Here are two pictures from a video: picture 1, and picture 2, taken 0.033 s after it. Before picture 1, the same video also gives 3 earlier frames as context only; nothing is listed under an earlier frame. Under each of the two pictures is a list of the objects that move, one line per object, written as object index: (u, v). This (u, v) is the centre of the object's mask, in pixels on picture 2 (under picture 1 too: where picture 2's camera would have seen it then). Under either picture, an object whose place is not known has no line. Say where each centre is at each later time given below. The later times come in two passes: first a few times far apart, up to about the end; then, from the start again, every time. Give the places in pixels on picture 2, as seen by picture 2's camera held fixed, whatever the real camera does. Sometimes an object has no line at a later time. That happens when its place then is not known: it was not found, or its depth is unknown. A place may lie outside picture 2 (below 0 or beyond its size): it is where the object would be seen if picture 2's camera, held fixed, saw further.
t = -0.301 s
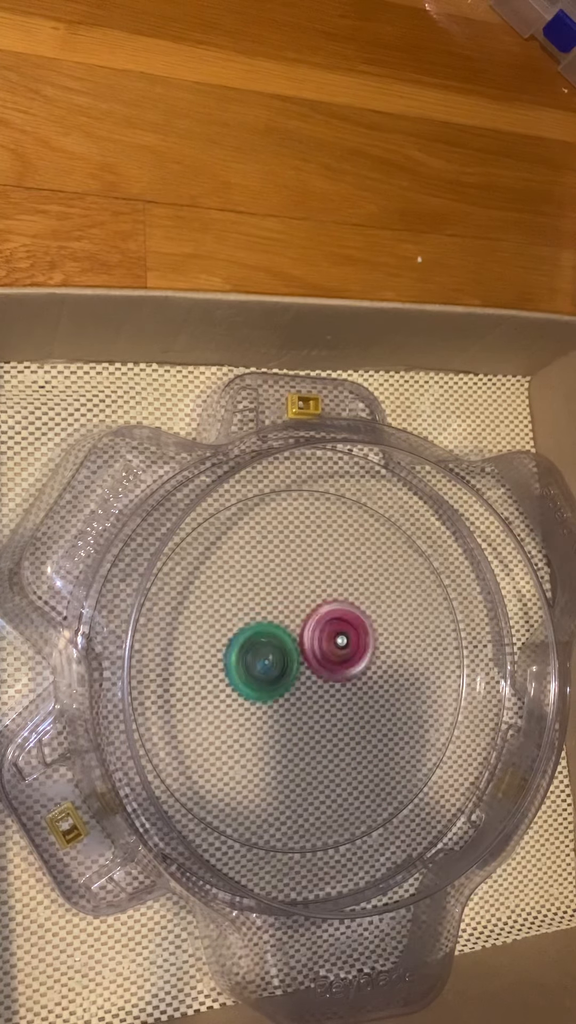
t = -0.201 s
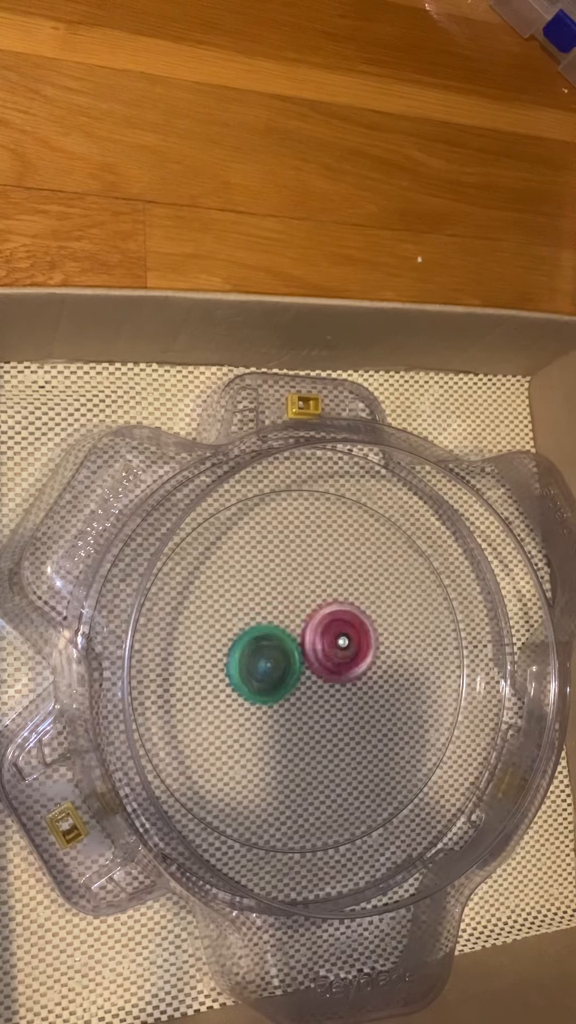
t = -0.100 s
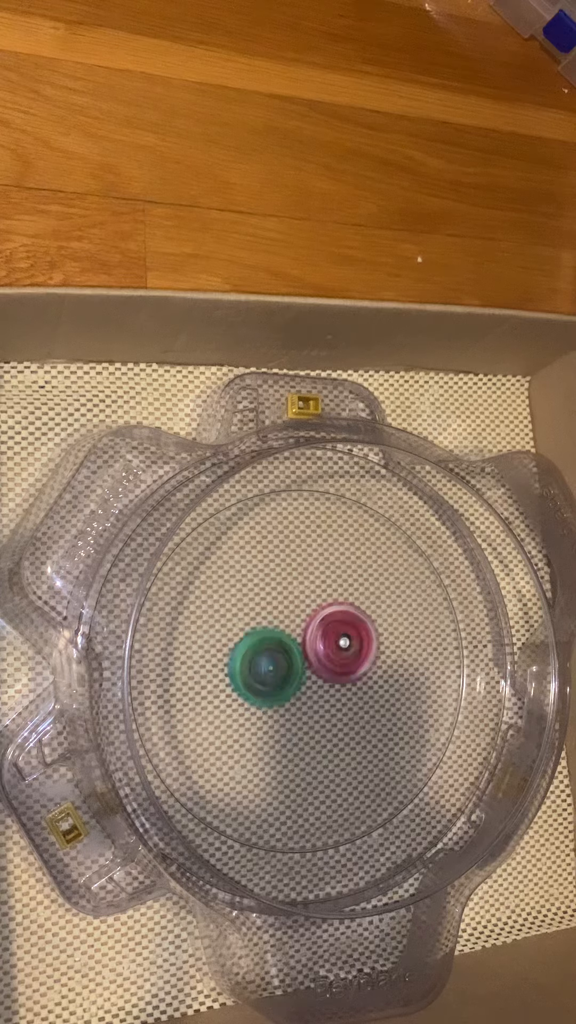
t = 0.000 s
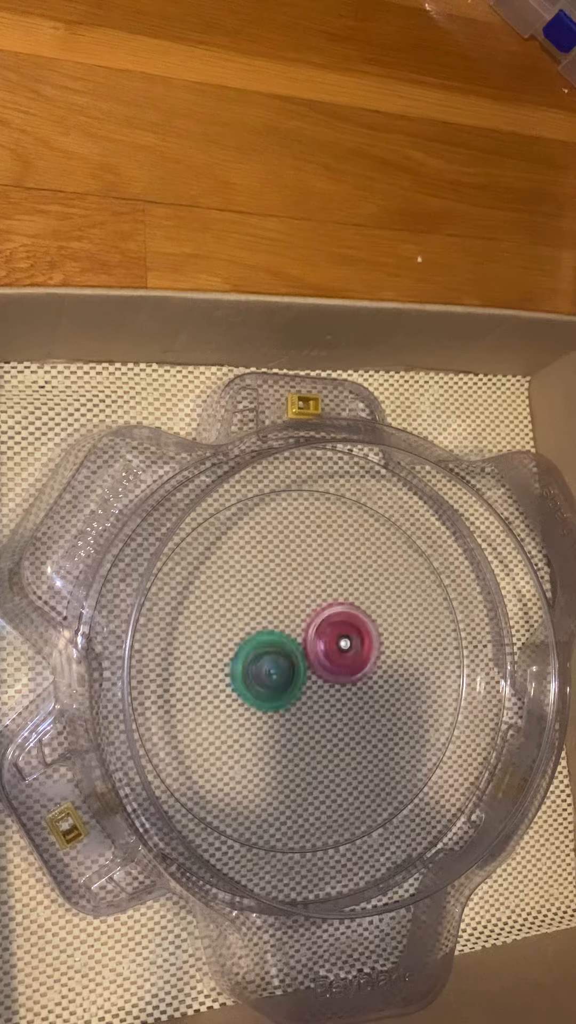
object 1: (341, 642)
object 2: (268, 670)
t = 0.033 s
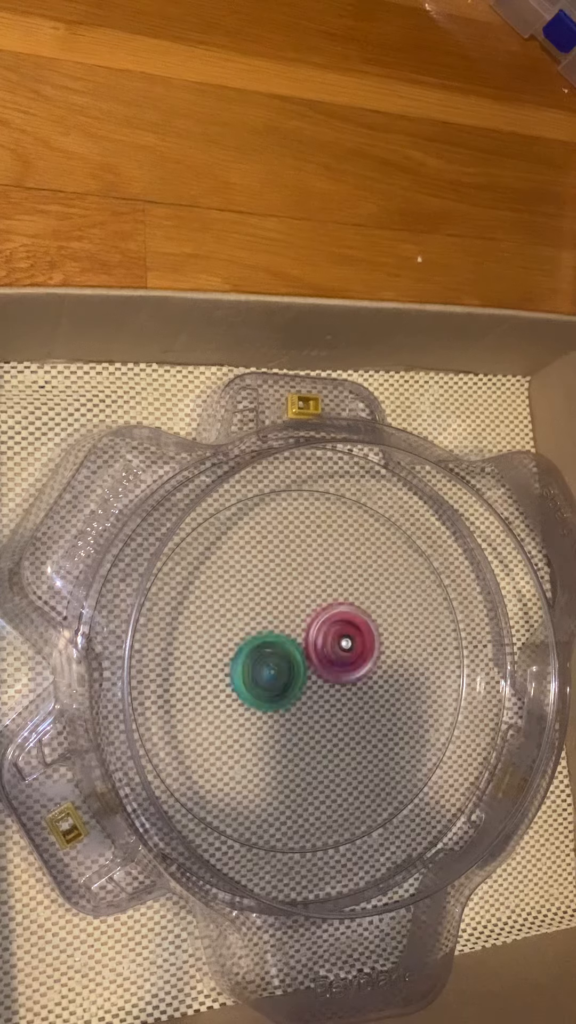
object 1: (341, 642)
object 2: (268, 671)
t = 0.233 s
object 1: (342, 644)
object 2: (272, 679)
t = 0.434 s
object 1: (342, 645)
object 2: (272, 683)
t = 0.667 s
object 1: (341, 646)
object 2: (271, 686)
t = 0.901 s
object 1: (340, 645)
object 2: (271, 688)
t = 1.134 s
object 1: (339, 644)
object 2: (273, 689)
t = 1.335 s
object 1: (338, 643)
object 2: (273, 689)
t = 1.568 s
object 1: (337, 640)
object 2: (274, 690)
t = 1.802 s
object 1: (334, 637)
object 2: (274, 691)
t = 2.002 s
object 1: (332, 636)
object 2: (275, 694)
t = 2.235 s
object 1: (330, 634)
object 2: (277, 695)
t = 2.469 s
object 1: (330, 633)
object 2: (279, 696)
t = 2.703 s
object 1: (328, 630)
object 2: (282, 698)
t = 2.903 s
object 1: (327, 629)
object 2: (284, 699)
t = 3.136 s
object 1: (325, 628)
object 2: (286, 700)
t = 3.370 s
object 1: (322, 626)
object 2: (288, 704)
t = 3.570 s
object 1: (323, 626)
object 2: (291, 704)
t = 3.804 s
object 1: (320, 626)
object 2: (292, 704)
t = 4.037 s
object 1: (320, 626)
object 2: (295, 705)
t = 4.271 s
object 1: (319, 619)
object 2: (294, 712)
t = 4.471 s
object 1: (318, 622)
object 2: (296, 710)
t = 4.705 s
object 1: (317, 624)
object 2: (300, 710)
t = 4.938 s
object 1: (320, 627)
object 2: (305, 709)
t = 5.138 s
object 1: (321, 627)
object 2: (309, 709)
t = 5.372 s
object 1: (321, 625)
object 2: (310, 708)
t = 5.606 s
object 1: (310, 615)
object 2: (307, 713)
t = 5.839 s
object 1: (298, 622)
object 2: (309, 704)
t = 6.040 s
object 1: (295, 622)
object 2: (310, 703)
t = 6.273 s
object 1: (297, 617)
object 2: (314, 705)
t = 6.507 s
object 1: (312, 619)
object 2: (316, 706)
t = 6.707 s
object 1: (320, 619)
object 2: (319, 701)
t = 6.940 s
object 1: (325, 615)
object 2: (320, 699)
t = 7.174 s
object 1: (326, 607)
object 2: (320, 702)
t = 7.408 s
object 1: (333, 597)
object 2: (317, 705)
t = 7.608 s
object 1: (321, 614)
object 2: (313, 696)
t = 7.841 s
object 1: (304, 608)
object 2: (306, 699)
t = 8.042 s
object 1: (293, 612)
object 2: (304, 697)
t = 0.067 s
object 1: (341, 643)
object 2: (269, 672)
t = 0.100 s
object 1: (342, 644)
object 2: (269, 674)
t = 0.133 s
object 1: (342, 644)
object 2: (270, 675)
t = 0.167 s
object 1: (342, 644)
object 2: (270, 676)
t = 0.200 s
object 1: (342, 644)
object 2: (271, 678)
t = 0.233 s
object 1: (342, 644)
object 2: (272, 679)
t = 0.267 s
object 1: (342, 644)
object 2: (272, 680)
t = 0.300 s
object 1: (342, 644)
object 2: (271, 680)
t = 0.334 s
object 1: (342, 644)
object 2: (272, 681)
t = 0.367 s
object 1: (342, 644)
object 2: (271, 681)
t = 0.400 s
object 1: (342, 645)
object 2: (272, 682)
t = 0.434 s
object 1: (342, 645)
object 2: (272, 683)
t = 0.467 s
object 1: (342, 645)
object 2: (272, 683)
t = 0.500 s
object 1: (341, 645)
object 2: (272, 684)
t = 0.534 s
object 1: (341, 645)
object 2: (271, 685)
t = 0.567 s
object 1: (341, 645)
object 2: (271, 685)
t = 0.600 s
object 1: (341, 646)
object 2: (271, 685)
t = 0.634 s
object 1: (341, 646)
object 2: (271, 686)
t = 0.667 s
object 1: (341, 646)
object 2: (271, 686)
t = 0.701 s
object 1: (341, 646)
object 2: (271, 686)
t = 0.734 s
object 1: (340, 646)
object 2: (271, 686)
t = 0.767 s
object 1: (340, 646)
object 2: (271, 687)
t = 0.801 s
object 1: (340, 646)
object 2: (271, 687)
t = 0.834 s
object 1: (341, 644)
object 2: (270, 688)
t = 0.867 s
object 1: (340, 645)
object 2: (270, 688)
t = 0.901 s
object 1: (340, 645)
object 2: (271, 688)
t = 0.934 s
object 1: (341, 645)
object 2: (271, 688)
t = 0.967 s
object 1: (340, 645)
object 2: (271, 689)
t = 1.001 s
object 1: (340, 646)
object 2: (272, 689)
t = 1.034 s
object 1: (340, 646)
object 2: (272, 689)
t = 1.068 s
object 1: (340, 646)
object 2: (273, 689)
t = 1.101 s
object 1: (339, 645)
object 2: (273, 689)
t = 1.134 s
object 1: (339, 644)
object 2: (273, 689)
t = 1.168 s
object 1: (339, 644)
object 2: (273, 689)
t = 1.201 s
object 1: (339, 644)
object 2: (273, 689)
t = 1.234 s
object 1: (339, 644)
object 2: (273, 689)
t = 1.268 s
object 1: (339, 643)
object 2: (273, 689)
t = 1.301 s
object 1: (339, 643)
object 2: (273, 689)
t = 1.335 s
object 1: (338, 643)
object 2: (273, 689)
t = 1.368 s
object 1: (338, 643)
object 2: (273, 689)
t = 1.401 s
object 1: (338, 642)
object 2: (273, 689)
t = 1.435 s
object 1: (337, 642)
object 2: (273, 689)
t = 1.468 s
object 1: (337, 642)
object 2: (273, 690)
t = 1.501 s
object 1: (337, 642)
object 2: (274, 689)
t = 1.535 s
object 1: (337, 641)
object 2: (274, 690)
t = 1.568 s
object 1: (337, 640)
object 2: (274, 690)
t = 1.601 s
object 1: (336, 640)
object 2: (274, 690)
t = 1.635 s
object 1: (336, 639)
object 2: (274, 690)
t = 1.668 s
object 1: (336, 639)
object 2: (274, 690)
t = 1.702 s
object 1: (336, 639)
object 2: (274, 691)
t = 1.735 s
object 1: (335, 639)
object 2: (274, 691)
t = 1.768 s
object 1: (335, 639)
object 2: (274, 690)
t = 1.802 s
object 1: (334, 637)
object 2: (274, 691)
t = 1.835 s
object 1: (334, 636)
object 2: (274, 692)
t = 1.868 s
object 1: (333, 636)
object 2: (274, 693)
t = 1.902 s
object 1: (332, 637)
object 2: (275, 693)
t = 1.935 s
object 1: (332, 637)
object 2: (275, 694)
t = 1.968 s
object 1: (332, 637)
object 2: (275, 694)
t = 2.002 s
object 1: (332, 636)
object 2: (275, 694)
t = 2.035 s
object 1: (332, 636)
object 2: (275, 694)
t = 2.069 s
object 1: (332, 637)
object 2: (276, 694)
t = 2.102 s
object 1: (332, 637)
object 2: (276, 694)
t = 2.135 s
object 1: (331, 636)
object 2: (276, 694)
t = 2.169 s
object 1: (331, 635)
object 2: (276, 694)
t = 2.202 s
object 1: (330, 634)
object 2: (276, 695)
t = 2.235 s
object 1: (330, 634)
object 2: (277, 695)
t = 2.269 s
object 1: (330, 634)
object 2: (277, 695)
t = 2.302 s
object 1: (330, 634)
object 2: (277, 695)
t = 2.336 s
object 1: (330, 634)
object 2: (278, 696)
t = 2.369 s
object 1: (330, 633)
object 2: (278, 696)
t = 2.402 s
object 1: (330, 633)
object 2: (278, 696)
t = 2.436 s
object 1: (330, 633)
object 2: (279, 696)
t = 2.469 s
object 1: (330, 633)
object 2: (279, 696)
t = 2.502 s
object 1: (330, 633)
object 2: (279, 696)
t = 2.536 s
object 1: (330, 632)
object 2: (279, 697)
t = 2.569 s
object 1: (329, 631)
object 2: (280, 697)
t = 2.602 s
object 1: (329, 632)
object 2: (280, 697)
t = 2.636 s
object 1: (329, 632)
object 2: (281, 697)
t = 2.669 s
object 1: (329, 631)
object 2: (281, 697)
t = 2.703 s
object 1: (328, 630)
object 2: (282, 698)
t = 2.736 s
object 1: (328, 629)
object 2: (282, 698)
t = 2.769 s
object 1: (328, 628)
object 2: (282, 699)
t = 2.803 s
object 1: (328, 629)
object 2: (282, 699)
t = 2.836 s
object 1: (328, 629)
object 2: (283, 699)
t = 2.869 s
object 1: (328, 629)
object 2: (284, 699)
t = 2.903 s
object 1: (327, 629)
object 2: (284, 699)
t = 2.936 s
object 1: (327, 629)
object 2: (285, 699)
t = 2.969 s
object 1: (327, 629)
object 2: (285, 699)
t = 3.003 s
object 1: (326, 629)
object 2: (285, 699)
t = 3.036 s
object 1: (326, 628)
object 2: (285, 699)
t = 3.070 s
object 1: (325, 627)
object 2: (286, 700)
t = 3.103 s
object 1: (324, 626)
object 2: (286, 700)
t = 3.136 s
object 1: (325, 628)
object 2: (286, 700)
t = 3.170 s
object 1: (325, 628)
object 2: (287, 701)
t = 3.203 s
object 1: (325, 628)
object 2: (287, 701)
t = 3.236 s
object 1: (325, 628)
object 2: (287, 701)
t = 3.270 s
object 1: (324, 626)
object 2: (288, 702)
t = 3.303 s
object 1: (323, 627)
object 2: (288, 702)
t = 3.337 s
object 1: (324, 626)
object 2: (288, 704)
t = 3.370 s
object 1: (322, 626)
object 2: (288, 704)
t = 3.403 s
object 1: (323, 627)
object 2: (288, 703)
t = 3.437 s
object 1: (323, 627)
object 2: (289, 703)
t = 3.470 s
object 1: (323, 627)
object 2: (290, 703)
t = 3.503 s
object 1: (323, 627)
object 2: (290, 703)
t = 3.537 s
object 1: (323, 626)
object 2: (290, 704)
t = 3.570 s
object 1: (323, 626)
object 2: (291, 704)
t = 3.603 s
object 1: (322, 627)
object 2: (291, 704)
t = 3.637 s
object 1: (322, 627)
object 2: (292, 704)
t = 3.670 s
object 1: (322, 627)
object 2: (292, 704)
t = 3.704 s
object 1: (322, 626)
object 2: (292, 704)
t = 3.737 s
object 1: (321, 626)
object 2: (292, 704)
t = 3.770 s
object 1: (321, 626)
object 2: (292, 704)
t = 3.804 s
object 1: (320, 626)
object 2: (292, 704)
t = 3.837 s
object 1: (320, 626)
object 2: (293, 704)
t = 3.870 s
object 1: (320, 626)
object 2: (293, 705)
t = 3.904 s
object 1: (320, 625)
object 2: (293, 705)
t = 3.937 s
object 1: (319, 626)
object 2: (294, 705)
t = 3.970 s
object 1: (320, 626)
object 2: (294, 706)
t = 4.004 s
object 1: (320, 626)
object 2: (294, 705)
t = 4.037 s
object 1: (320, 626)
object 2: (295, 705)
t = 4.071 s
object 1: (319, 626)
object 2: (295, 705)
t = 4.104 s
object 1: (319, 626)
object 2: (295, 705)
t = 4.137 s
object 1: (319, 623)
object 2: (294, 707)
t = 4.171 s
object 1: (319, 619)
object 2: (294, 712)
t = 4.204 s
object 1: (319, 619)
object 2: (294, 712)
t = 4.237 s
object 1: (318, 619)
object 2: (294, 712)
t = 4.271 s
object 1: (319, 619)
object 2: (294, 712)
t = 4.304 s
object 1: (319, 619)
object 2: (294, 712)
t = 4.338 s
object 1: (319, 619)
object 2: (294, 712)
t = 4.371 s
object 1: (319, 619)
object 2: (294, 712)
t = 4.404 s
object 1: (319, 620)
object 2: (295, 711)
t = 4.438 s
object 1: (318, 620)
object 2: (296, 711)
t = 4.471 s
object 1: (318, 622)
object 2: (296, 710)
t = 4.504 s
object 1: (318, 624)
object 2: (298, 709)
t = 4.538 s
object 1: (317, 627)
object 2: (298, 709)
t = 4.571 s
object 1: (317, 623)
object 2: (298, 710)
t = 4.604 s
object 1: (316, 621)
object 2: (298, 711)
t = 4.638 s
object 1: (315, 621)
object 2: (298, 710)
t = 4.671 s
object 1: (316, 623)
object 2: (300, 710)
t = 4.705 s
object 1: (317, 624)
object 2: (300, 710)
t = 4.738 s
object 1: (318, 624)
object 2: (301, 709)
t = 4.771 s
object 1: (318, 624)
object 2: (302, 709)
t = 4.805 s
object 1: (318, 625)
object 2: (303, 709)
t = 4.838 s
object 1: (319, 626)
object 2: (305, 708)
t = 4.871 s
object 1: (320, 627)
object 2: (305, 709)
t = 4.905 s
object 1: (320, 627)
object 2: (305, 709)
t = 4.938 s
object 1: (320, 627)
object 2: (305, 709)
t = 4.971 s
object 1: (319, 626)
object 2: (305, 709)
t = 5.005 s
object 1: (320, 627)
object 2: (306, 709)
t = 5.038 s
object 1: (321, 627)
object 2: (308, 708)
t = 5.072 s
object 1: (321, 626)
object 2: (309, 708)
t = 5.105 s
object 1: (321, 627)
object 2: (309, 709)
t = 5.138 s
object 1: (321, 627)
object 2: (309, 709)
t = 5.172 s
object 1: (322, 626)
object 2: (310, 709)
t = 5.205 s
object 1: (322, 625)
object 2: (310, 709)
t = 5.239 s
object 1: (321, 626)
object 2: (310, 709)
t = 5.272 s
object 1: (321, 626)
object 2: (310, 708)
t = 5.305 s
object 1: (321, 626)
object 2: (310, 708)
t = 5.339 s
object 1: (322, 625)
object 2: (310, 708)
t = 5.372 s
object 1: (321, 625)
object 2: (310, 708)
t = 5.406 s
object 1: (321, 625)
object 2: (310, 708)
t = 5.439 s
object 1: (319, 625)
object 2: (310, 708)
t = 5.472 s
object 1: (317, 622)
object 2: (309, 710)
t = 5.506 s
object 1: (317, 619)
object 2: (307, 713)
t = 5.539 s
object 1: (314, 617)
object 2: (307, 713)
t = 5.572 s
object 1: (311, 616)
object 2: (307, 713)
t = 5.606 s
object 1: (310, 615)
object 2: (307, 713)
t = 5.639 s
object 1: (307, 615)
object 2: (307, 713)
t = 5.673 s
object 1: (306, 616)
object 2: (307, 712)
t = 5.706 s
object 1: (305, 616)
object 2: (308, 712)
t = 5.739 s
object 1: (303, 618)
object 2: (308, 711)
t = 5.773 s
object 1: (302, 620)
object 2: (308, 710)
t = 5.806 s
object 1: (300, 622)
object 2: (309, 706)
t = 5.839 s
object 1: (298, 622)
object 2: (309, 704)
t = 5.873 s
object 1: (296, 620)
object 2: (309, 705)
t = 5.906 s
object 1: (295, 620)
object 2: (309, 705)
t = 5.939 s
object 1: (295, 621)
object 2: (310, 704)
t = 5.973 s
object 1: (295, 621)
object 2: (310, 704)
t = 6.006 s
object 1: (295, 621)
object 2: (310, 704)
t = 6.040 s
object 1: (295, 622)
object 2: (310, 703)
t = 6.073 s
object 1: (295, 619)
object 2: (310, 705)
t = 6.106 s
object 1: (294, 618)
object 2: (310, 706)
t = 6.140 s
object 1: (294, 617)
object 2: (310, 706)
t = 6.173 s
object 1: (295, 617)
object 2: (312, 705)
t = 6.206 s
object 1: (296, 617)
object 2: (313, 705)
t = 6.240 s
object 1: (297, 617)
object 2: (313, 705)
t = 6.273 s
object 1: (297, 617)
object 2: (314, 705)
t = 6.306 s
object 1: (297, 617)
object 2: (314, 704)
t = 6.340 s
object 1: (298, 617)
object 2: (315, 704)
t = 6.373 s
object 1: (300, 618)
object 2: (315, 703)
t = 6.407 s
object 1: (302, 618)
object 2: (315, 703)
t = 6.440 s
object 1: (305, 621)
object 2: (316, 702)
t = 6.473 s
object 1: (308, 620)
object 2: (316, 704)
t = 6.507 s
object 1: (312, 619)
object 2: (316, 706)
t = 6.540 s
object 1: (315, 618)
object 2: (316, 704)
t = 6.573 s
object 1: (317, 618)
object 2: (317, 703)
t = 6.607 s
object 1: (318, 618)
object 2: (318, 703)
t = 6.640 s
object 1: (319, 619)
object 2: (318, 702)
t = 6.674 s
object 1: (319, 619)
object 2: (318, 702)
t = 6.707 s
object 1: (320, 619)
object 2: (319, 701)
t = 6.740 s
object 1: (321, 617)
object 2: (318, 702)
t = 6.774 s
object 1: (322, 616)
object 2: (318, 703)
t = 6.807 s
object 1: (325, 613)
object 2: (318, 702)
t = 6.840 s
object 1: (324, 612)
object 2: (319, 699)
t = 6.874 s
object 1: (323, 613)
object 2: (320, 699)
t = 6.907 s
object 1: (324, 614)
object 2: (320, 699)
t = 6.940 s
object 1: (325, 615)
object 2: (320, 699)
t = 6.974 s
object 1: (327, 615)
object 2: (320, 698)
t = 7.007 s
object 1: (327, 615)
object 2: (321, 698)
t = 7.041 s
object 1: (328, 615)
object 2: (321, 698)
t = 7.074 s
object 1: (328, 615)
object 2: (321, 697)
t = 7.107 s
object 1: (328, 615)
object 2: (321, 697)
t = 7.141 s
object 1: (327, 615)
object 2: (320, 696)
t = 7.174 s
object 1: (326, 607)
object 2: (320, 702)
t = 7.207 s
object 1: (329, 601)
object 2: (319, 706)
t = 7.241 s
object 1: (330, 595)
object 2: (317, 708)
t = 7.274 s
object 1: (332, 593)
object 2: (317, 708)
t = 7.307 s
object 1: (332, 591)
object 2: (317, 708)
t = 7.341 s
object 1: (332, 592)
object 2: (317, 707)
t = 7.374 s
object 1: (332, 595)
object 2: (316, 706)
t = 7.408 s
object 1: (333, 597)
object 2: (317, 705)
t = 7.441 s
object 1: (332, 597)
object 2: (317, 704)
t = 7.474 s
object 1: (331, 601)
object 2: (317, 704)
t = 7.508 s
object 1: (330, 604)
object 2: (316, 702)
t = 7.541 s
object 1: (328, 608)
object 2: (316, 699)
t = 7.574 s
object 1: (324, 615)
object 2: (315, 695)
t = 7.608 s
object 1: (321, 614)
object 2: (313, 696)
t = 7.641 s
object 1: (318, 609)
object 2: (311, 699)
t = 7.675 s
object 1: (315, 610)
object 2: (309, 700)
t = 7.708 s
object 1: (313, 610)
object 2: (308, 699)
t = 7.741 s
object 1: (311, 608)
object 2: (307, 697)
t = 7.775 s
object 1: (308, 612)
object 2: (307, 696)
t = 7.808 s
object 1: (306, 613)
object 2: (306, 695)
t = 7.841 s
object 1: (304, 608)
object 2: (306, 699)
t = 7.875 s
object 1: (300, 608)
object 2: (305, 700)
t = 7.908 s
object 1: (298, 608)
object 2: (304, 699)
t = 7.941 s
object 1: (297, 608)
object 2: (303, 697)
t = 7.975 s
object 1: (294, 610)
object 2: (304, 697)
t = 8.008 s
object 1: (294, 612)
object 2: (304, 696)
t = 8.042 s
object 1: (293, 612)
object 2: (304, 697)
